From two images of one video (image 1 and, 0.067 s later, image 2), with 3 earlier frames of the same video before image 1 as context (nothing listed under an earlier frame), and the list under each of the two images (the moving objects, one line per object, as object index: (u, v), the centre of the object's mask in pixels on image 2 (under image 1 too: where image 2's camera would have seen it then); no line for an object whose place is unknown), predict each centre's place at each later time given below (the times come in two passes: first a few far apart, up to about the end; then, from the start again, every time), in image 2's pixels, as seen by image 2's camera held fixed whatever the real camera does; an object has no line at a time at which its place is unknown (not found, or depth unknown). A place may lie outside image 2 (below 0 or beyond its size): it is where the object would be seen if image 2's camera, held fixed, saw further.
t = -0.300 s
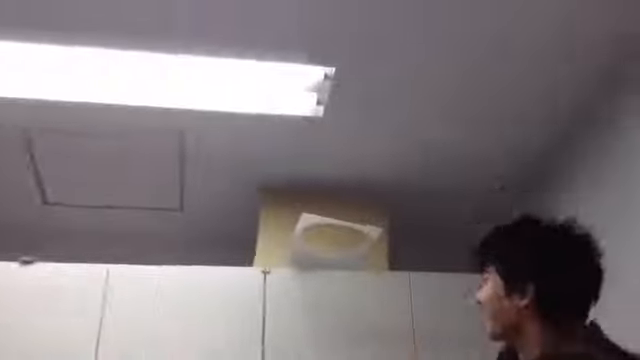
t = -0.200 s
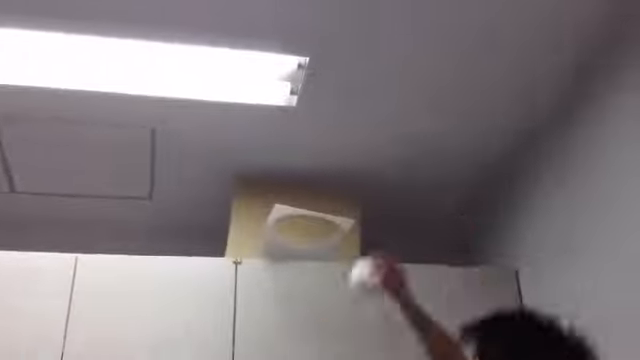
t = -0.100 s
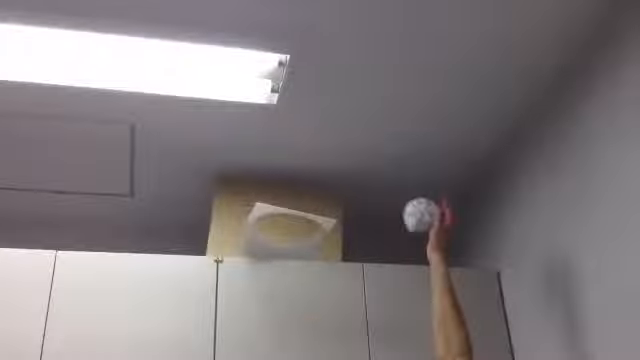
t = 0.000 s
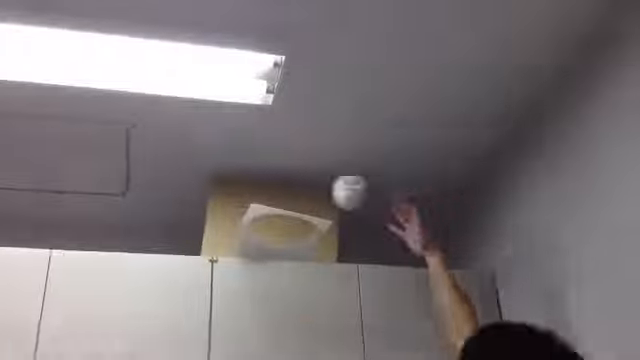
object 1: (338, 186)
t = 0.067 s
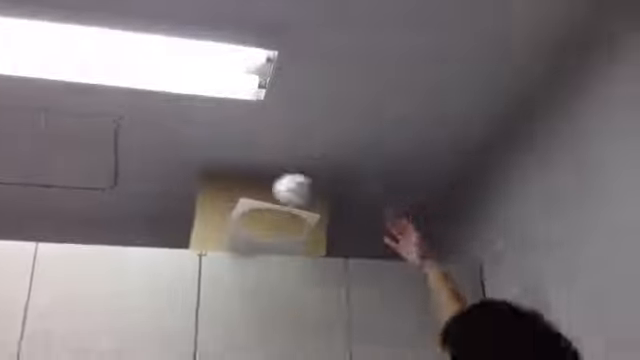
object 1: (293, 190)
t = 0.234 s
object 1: (184, 247)
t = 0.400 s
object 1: (102, 349)
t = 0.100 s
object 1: (269, 191)
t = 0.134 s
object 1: (245, 202)
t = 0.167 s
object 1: (222, 211)
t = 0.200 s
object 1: (205, 229)
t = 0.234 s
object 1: (184, 247)
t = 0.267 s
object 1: (167, 263)
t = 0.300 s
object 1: (151, 274)
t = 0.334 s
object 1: (138, 294)
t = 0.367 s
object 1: (121, 318)
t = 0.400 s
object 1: (102, 349)
